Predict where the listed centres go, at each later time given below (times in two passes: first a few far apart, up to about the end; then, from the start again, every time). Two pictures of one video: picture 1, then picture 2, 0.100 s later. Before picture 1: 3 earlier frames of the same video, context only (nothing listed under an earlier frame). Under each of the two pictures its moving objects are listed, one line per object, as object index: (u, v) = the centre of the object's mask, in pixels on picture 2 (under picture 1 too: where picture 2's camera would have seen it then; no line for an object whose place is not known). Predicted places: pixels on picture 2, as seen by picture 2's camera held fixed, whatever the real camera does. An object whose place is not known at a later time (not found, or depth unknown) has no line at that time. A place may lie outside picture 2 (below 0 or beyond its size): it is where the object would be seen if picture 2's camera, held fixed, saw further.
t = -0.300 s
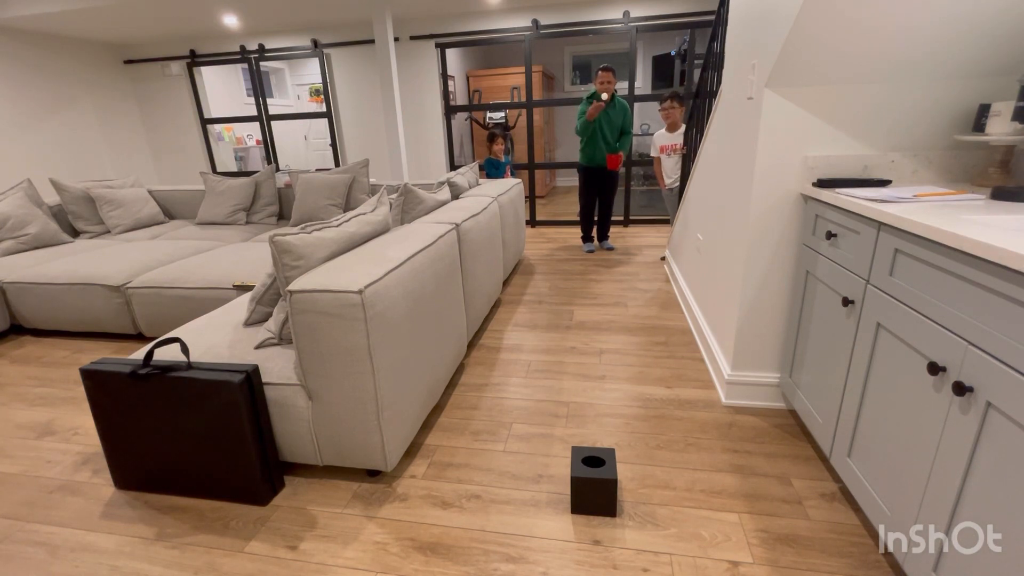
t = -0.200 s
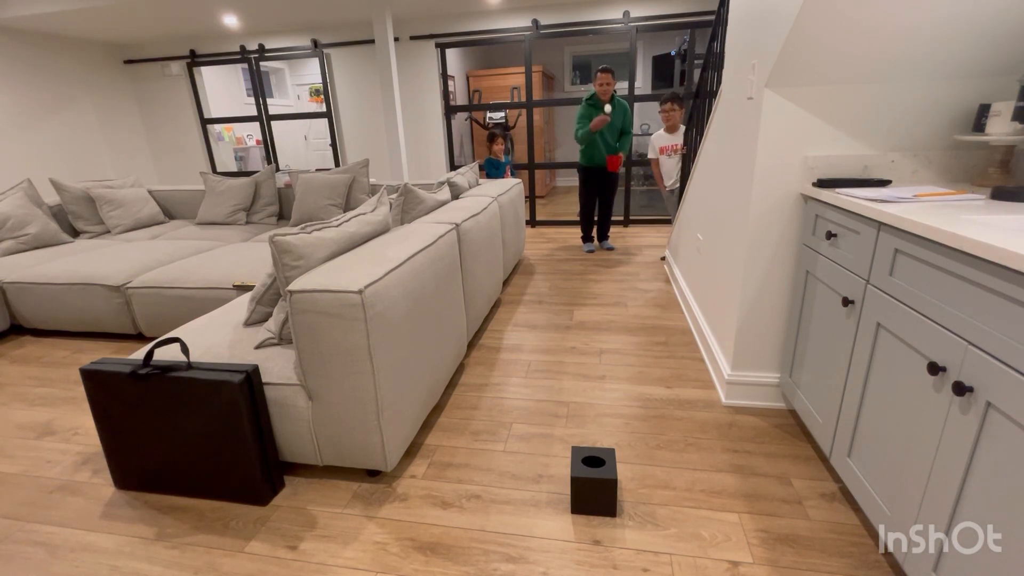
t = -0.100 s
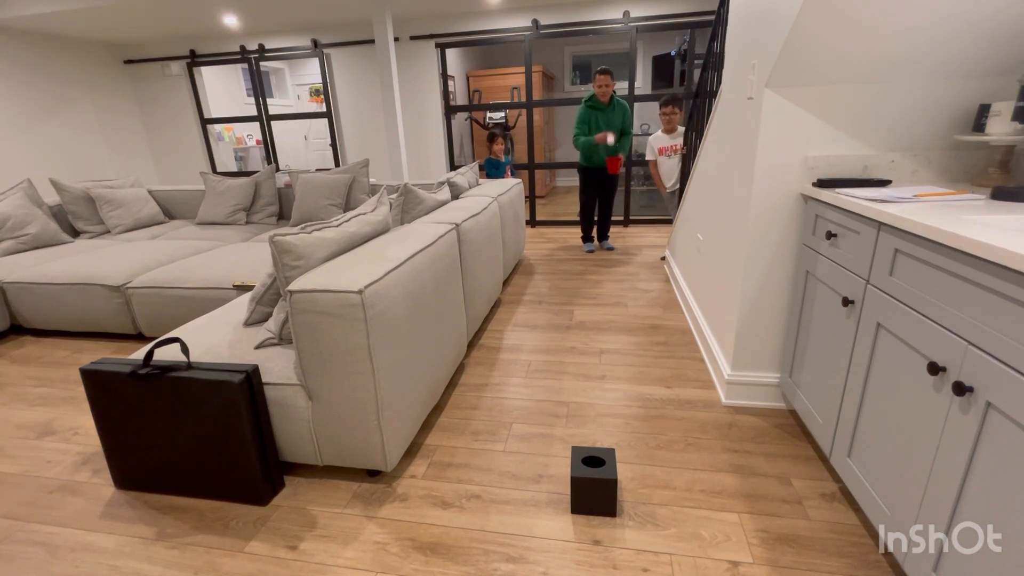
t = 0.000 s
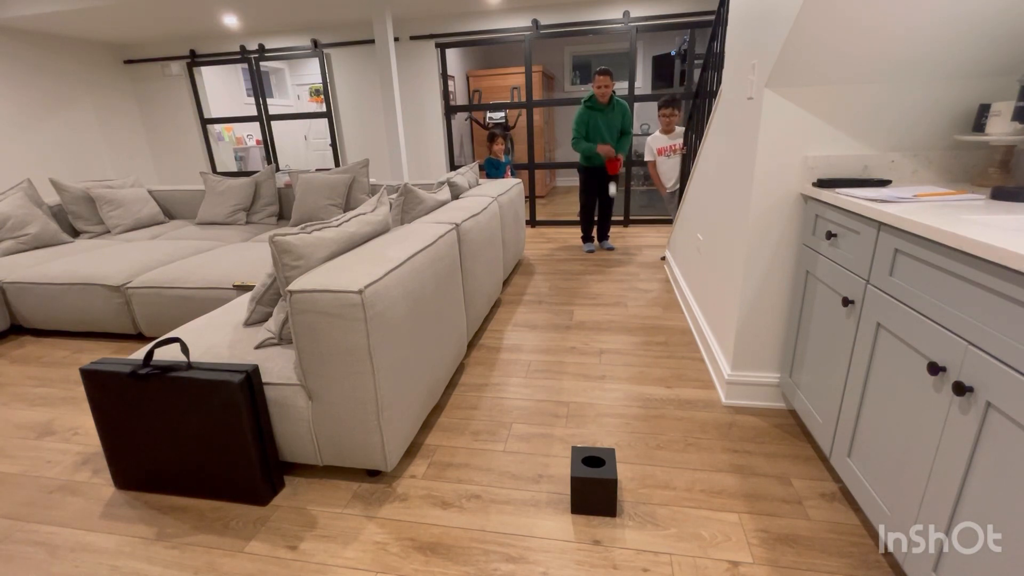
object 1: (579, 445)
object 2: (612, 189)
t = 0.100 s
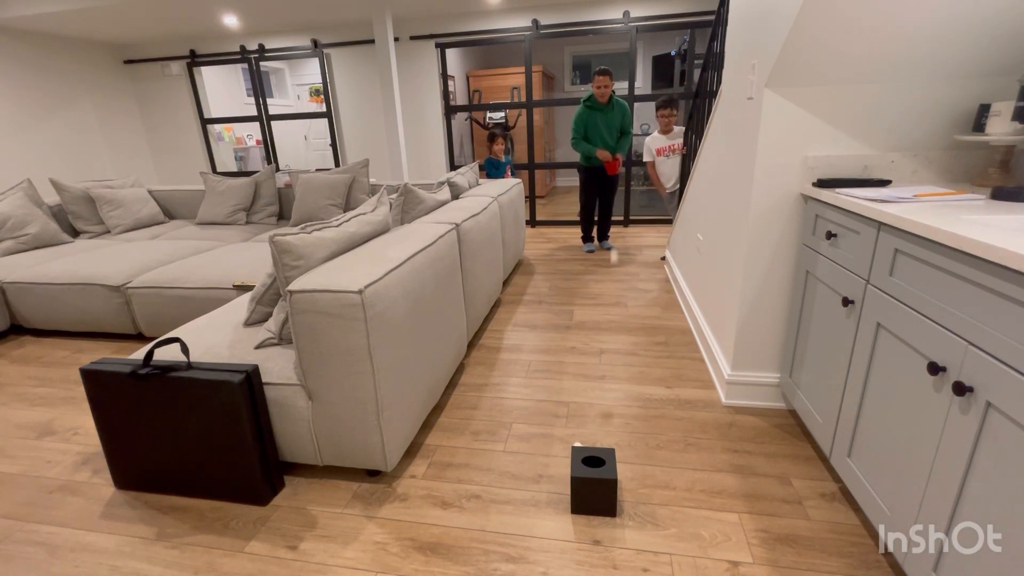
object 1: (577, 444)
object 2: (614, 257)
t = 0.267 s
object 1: (576, 444)
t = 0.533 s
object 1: (571, 441)
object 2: (615, 291)
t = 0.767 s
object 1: (566, 436)
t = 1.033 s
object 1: (561, 431)
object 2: (607, 379)
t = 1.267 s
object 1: (558, 428)
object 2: (602, 438)
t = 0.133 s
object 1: (577, 445)
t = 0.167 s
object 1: (576, 445)
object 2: (614, 308)
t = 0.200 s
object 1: (576, 444)
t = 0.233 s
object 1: (576, 443)
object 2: (615, 353)
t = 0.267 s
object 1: (576, 444)
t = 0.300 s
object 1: (575, 443)
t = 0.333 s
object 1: (575, 443)
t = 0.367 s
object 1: (574, 443)
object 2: (616, 303)
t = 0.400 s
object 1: (574, 442)
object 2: (616, 296)
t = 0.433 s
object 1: (573, 442)
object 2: (616, 291)
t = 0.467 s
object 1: (572, 442)
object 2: (616, 289)
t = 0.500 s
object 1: (572, 441)
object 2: (615, 289)
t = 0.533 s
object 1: (571, 441)
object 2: (615, 291)
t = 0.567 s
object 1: (571, 440)
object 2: (615, 296)
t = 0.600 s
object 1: (570, 439)
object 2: (614, 302)
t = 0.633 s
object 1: (569, 439)
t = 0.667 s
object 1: (568, 438)
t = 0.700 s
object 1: (568, 437)
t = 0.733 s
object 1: (567, 437)
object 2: (612, 352)
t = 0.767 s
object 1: (566, 436)
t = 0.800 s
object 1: (565, 435)
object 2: (610, 390)
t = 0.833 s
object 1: (564, 435)
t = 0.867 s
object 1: (564, 434)
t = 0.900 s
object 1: (563, 433)
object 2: (609, 387)
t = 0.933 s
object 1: (563, 433)
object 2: (609, 381)
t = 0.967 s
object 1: (562, 432)
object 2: (608, 379)
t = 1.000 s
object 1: (562, 432)
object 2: (608, 378)
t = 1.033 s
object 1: (561, 431)
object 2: (607, 379)
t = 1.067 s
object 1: (561, 431)
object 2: (607, 383)
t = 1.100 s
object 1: (560, 430)
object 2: (606, 389)
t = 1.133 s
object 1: (560, 429)
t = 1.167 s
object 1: (559, 429)
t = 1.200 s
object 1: (559, 428)
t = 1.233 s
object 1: (558, 428)
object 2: (603, 439)
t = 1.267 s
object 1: (558, 428)
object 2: (602, 438)
